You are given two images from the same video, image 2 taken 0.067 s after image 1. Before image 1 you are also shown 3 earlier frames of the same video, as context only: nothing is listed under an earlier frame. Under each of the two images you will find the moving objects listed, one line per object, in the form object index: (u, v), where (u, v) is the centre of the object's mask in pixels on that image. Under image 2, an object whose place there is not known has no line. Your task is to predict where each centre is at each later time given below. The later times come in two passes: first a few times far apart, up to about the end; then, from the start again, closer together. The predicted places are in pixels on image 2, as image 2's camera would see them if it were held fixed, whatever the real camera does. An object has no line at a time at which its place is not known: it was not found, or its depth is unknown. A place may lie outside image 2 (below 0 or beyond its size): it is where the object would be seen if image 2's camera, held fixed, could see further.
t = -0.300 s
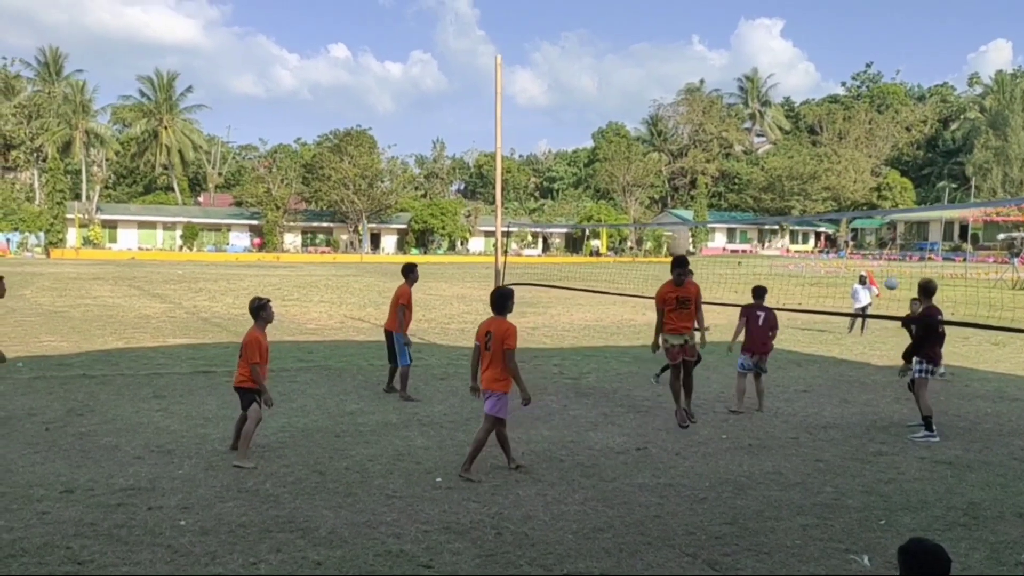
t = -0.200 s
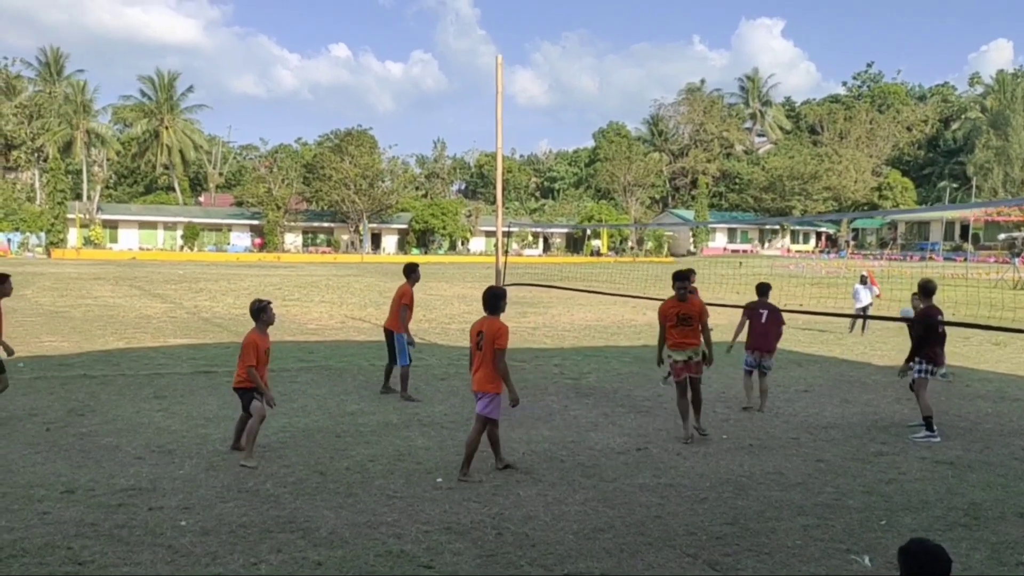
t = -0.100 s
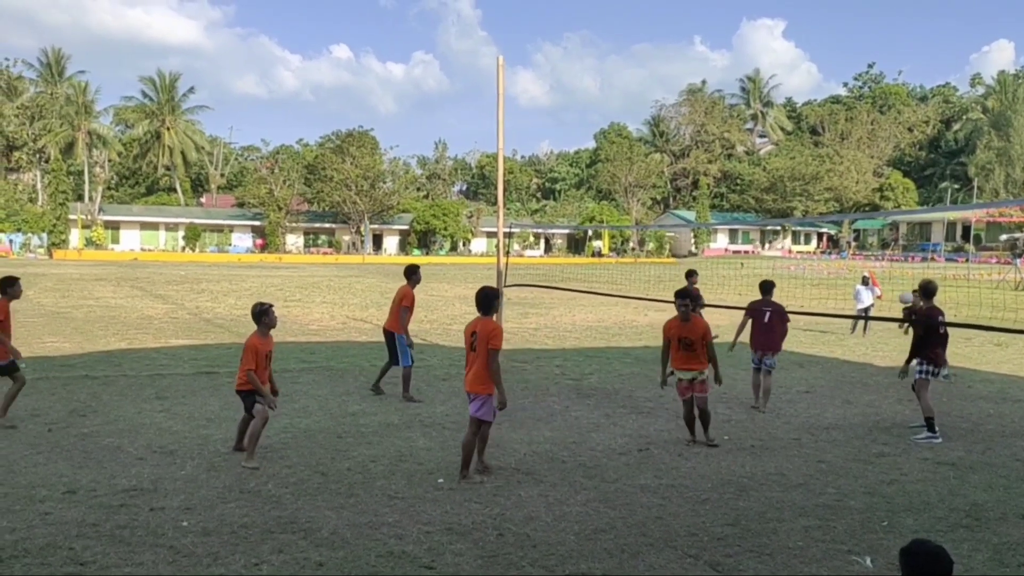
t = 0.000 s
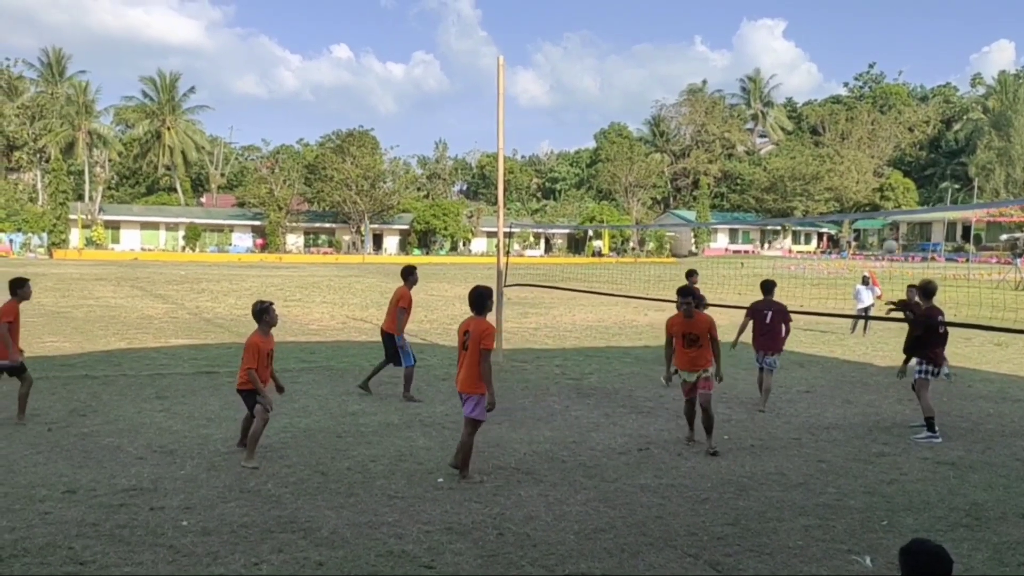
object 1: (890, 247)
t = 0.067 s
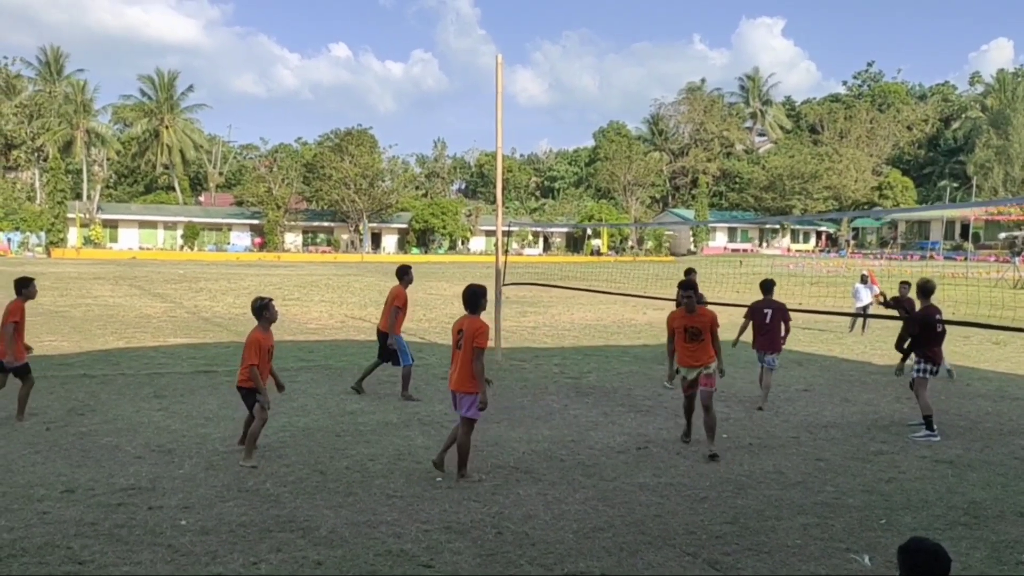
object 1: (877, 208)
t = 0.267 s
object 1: (840, 133)
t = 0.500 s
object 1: (788, 67)
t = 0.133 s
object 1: (866, 184)
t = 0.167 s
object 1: (860, 171)
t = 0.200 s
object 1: (853, 157)
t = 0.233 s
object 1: (847, 144)
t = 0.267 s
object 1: (840, 133)
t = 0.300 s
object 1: (833, 121)
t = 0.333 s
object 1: (825, 111)
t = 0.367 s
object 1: (819, 100)
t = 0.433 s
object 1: (803, 83)
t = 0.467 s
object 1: (796, 75)
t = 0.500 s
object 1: (788, 67)
